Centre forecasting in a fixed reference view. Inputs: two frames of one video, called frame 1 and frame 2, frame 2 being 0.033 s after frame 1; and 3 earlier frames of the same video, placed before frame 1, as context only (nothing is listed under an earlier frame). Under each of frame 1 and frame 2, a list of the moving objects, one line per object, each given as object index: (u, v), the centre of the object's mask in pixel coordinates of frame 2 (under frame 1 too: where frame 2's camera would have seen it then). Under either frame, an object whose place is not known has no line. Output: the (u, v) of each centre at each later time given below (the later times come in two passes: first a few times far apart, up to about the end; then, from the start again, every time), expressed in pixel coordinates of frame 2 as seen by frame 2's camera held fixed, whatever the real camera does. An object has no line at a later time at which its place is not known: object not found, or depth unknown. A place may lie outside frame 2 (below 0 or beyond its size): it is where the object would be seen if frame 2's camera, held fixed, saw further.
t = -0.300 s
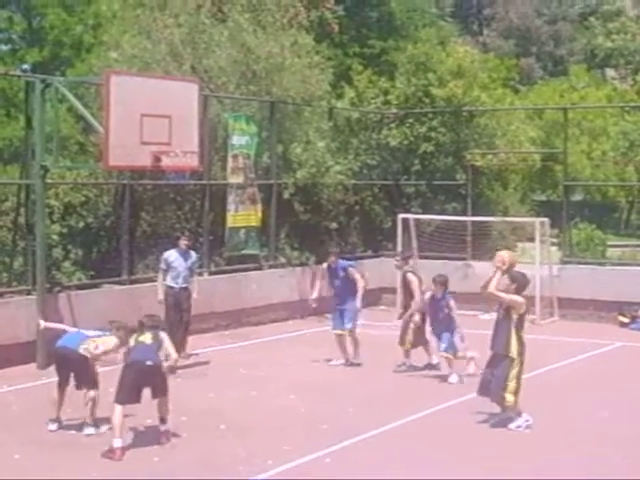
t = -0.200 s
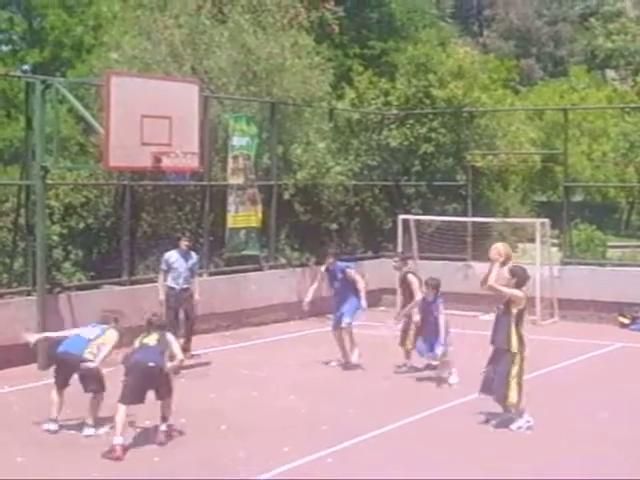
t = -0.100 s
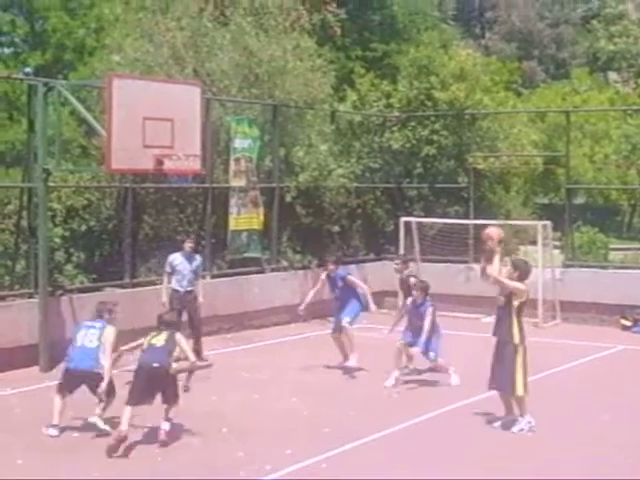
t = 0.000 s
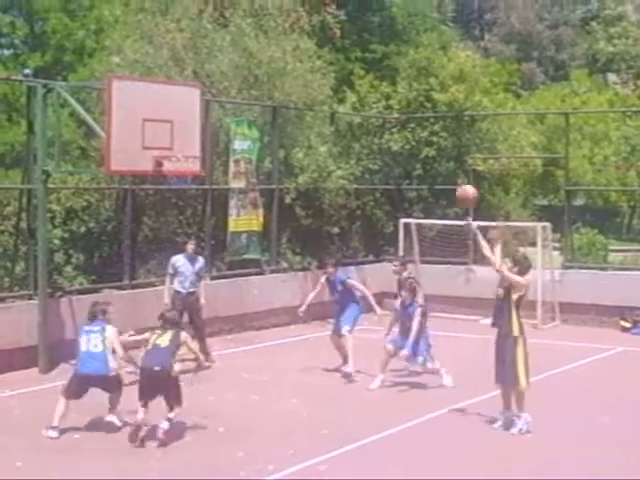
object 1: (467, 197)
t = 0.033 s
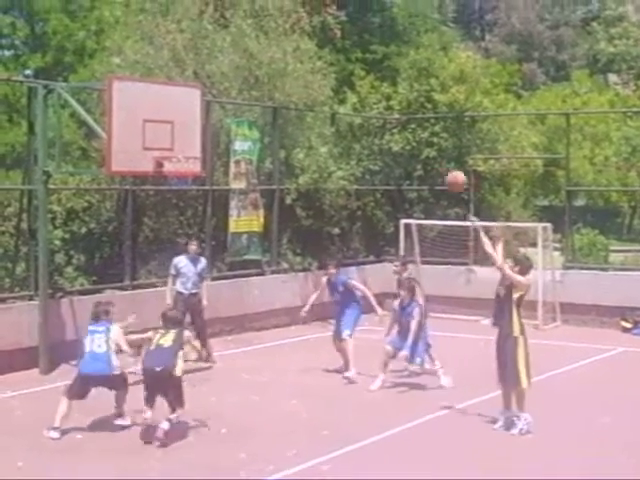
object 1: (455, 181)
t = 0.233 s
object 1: (390, 116)
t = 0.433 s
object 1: (328, 89)
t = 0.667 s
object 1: (262, 101)
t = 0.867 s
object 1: (207, 145)
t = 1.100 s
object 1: (245, 128)
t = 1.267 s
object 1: (274, 137)
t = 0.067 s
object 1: (444, 167)
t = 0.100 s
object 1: (433, 156)
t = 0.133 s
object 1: (423, 144)
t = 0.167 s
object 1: (411, 133)
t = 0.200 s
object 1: (401, 124)
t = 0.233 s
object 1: (390, 116)
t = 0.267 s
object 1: (379, 110)
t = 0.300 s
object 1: (370, 103)
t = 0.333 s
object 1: (359, 97)
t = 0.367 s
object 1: (347, 94)
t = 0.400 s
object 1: (339, 92)
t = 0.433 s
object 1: (328, 89)
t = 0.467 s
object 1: (318, 88)
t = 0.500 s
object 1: (308, 88)
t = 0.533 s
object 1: (297, 88)
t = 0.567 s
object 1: (290, 89)
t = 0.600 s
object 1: (278, 92)
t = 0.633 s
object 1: (270, 98)
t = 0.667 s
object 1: (262, 101)
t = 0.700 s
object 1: (252, 108)
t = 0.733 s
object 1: (243, 114)
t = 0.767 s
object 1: (233, 119)
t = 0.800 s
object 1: (224, 127)
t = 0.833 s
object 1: (215, 134)
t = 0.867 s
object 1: (207, 145)
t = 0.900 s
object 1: (207, 145)
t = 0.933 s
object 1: (214, 141)
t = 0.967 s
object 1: (220, 136)
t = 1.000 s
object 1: (226, 133)
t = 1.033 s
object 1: (231, 131)
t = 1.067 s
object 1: (238, 128)
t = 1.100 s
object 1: (245, 128)
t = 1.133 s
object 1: (251, 128)
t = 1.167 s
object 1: (258, 128)
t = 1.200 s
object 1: (263, 130)
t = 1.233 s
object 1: (269, 133)
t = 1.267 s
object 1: (274, 137)
